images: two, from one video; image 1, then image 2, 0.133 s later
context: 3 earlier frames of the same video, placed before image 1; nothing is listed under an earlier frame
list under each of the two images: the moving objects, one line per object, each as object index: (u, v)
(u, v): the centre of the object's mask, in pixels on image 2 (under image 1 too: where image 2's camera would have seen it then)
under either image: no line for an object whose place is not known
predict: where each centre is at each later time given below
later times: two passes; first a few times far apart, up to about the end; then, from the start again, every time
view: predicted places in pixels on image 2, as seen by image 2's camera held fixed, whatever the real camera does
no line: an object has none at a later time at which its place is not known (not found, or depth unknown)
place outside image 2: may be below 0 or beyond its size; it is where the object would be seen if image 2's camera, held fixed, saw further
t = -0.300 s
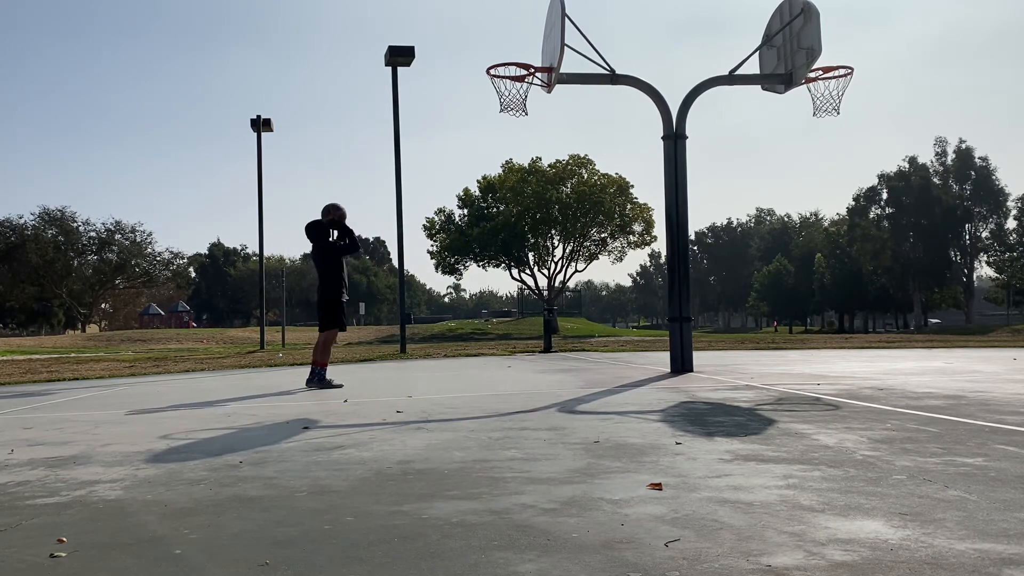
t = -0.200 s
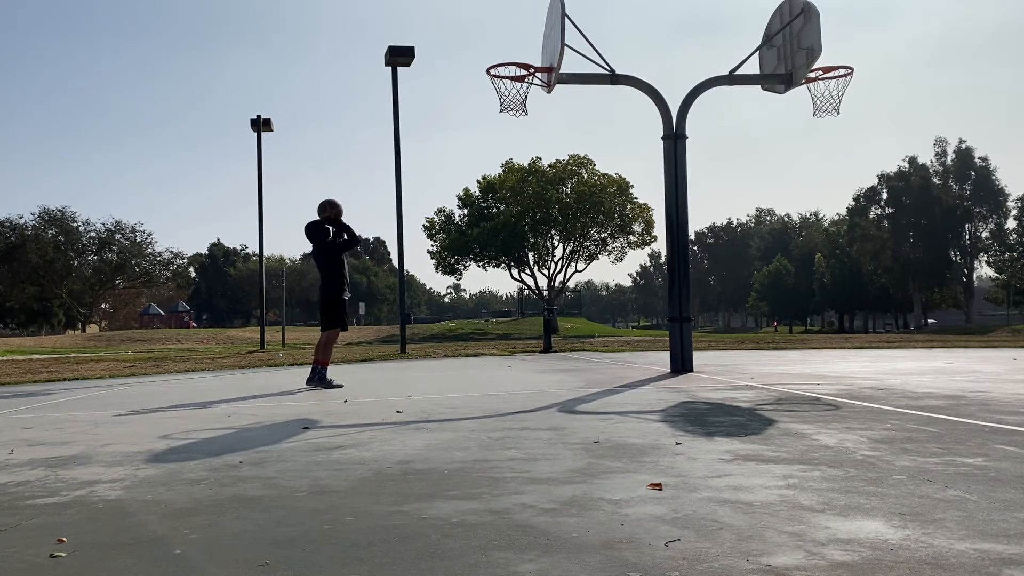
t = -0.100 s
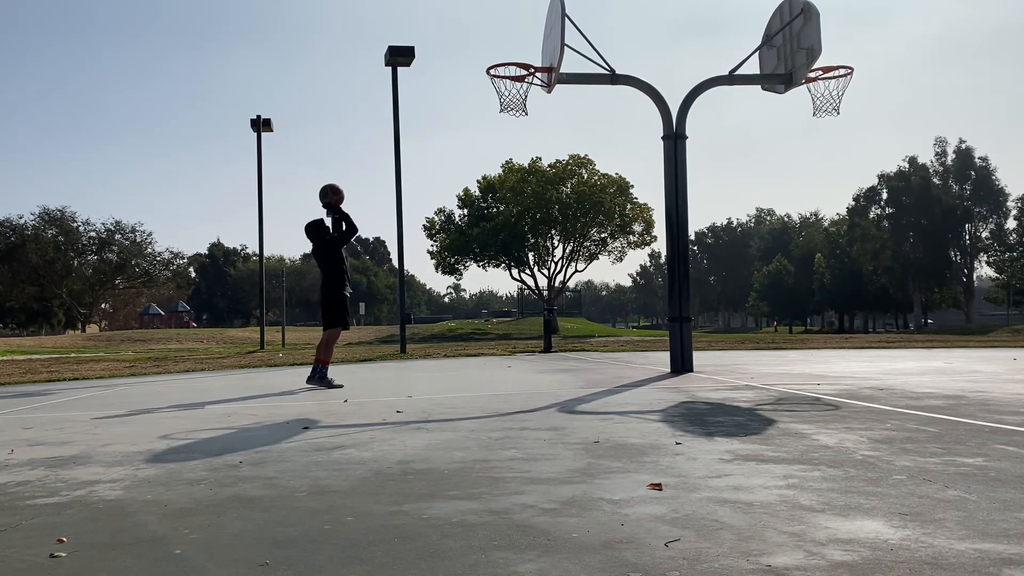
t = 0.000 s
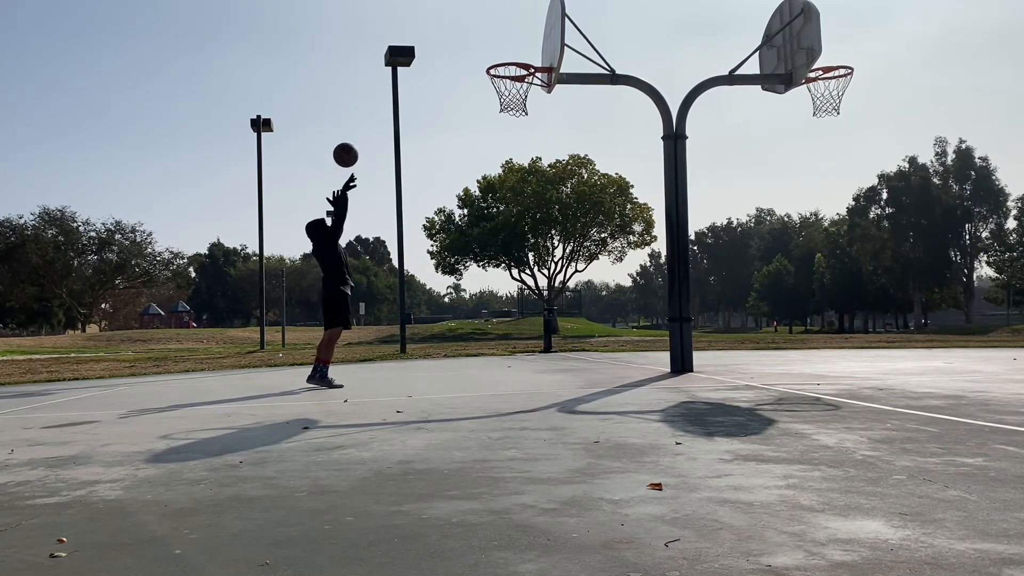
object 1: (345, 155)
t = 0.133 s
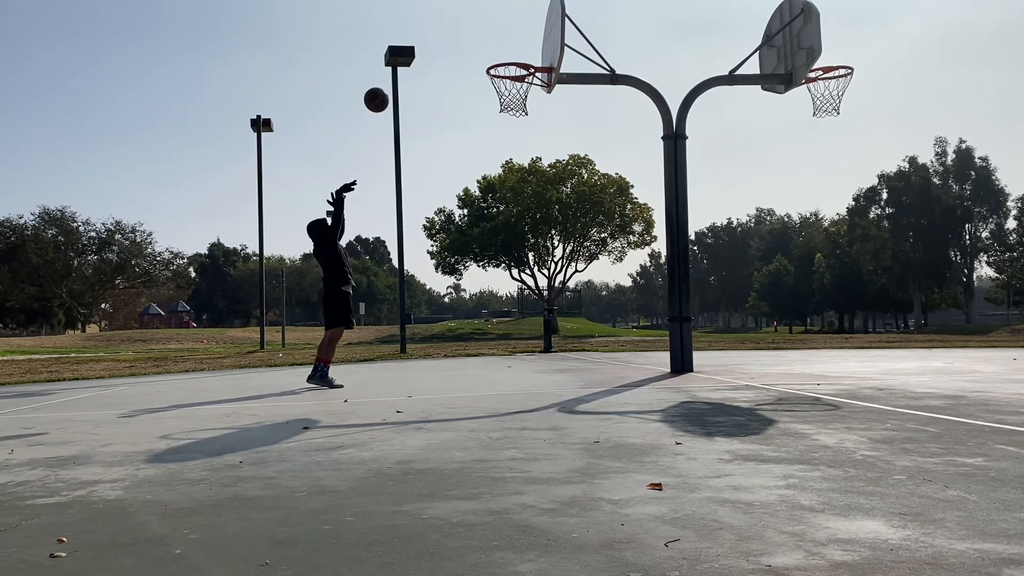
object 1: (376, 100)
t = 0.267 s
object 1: (407, 63)
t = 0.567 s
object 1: (475, 45)
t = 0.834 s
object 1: (532, 96)
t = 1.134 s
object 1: (551, 170)
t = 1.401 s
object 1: (572, 309)
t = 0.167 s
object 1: (384, 89)
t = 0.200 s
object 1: (391, 79)
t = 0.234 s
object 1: (399, 70)
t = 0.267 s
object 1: (407, 63)
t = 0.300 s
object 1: (415, 57)
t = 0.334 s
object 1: (422, 51)
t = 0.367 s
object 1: (429, 47)
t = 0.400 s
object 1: (437, 44)
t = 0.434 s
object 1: (444, 42)
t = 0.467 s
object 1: (452, 41)
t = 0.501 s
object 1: (460, 42)
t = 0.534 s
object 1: (467, 43)
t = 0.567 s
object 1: (475, 45)
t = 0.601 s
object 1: (483, 49)
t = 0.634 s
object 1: (490, 53)
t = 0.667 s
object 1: (498, 59)
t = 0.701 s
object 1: (506, 66)
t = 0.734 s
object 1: (513, 74)
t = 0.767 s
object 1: (521, 83)
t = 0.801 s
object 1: (528, 92)
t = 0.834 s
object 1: (532, 96)
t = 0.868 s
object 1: (534, 101)
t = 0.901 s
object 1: (536, 105)
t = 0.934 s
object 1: (538, 111)
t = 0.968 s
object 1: (540, 119)
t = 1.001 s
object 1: (542, 127)
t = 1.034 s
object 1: (544, 136)
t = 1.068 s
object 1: (546, 147)
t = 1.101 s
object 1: (549, 158)
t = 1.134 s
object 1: (551, 170)
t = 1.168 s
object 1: (554, 184)
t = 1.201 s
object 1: (556, 198)
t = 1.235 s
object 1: (558, 214)
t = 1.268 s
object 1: (561, 231)
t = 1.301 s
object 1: (564, 249)
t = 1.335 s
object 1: (566, 268)
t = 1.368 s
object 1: (569, 288)
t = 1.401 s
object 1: (572, 309)
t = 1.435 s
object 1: (575, 331)
